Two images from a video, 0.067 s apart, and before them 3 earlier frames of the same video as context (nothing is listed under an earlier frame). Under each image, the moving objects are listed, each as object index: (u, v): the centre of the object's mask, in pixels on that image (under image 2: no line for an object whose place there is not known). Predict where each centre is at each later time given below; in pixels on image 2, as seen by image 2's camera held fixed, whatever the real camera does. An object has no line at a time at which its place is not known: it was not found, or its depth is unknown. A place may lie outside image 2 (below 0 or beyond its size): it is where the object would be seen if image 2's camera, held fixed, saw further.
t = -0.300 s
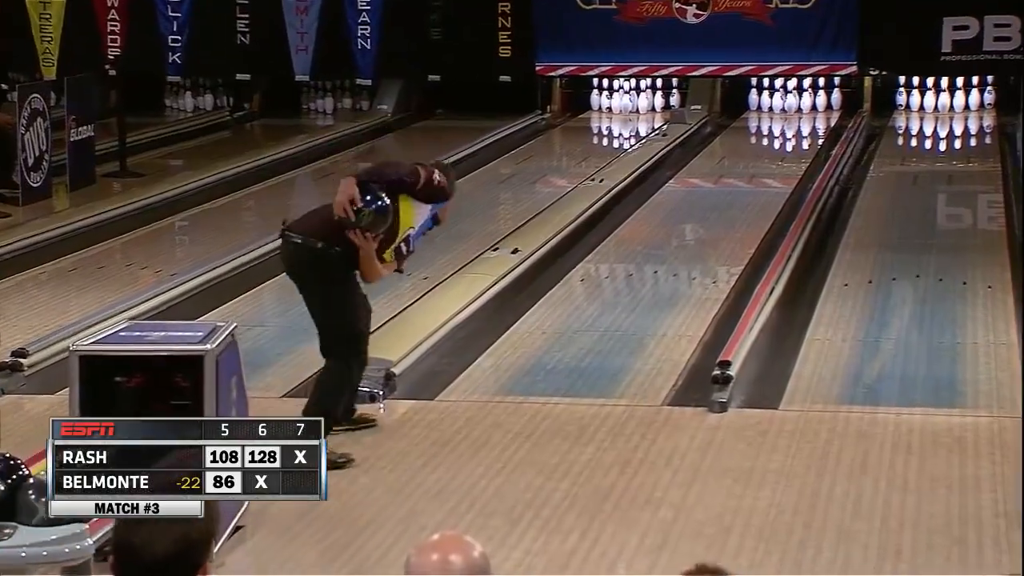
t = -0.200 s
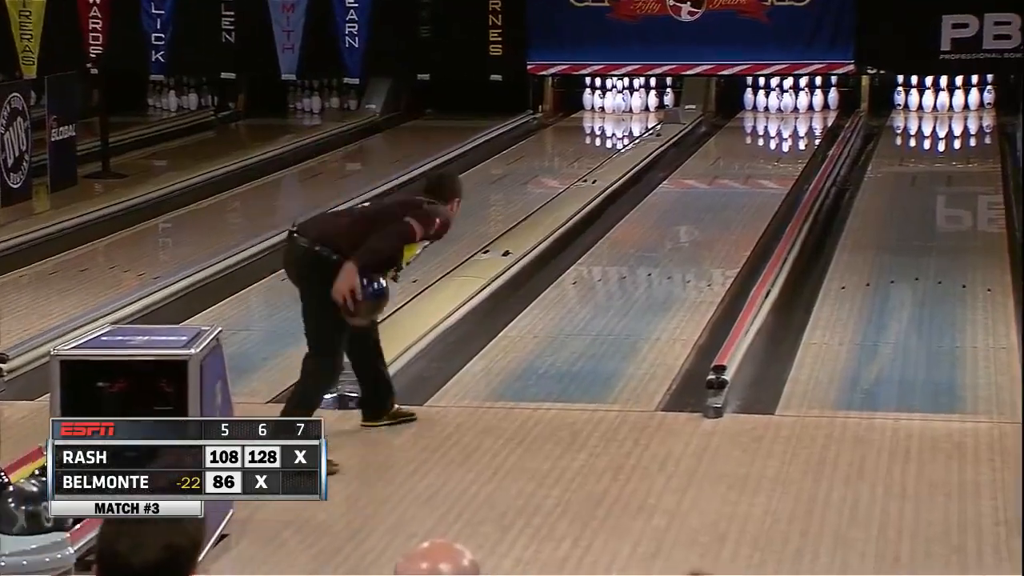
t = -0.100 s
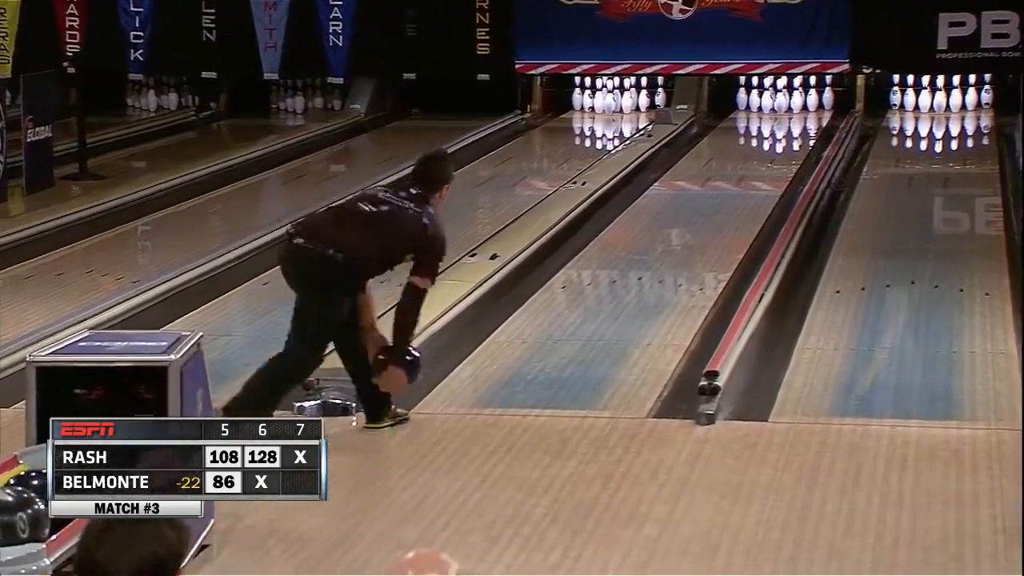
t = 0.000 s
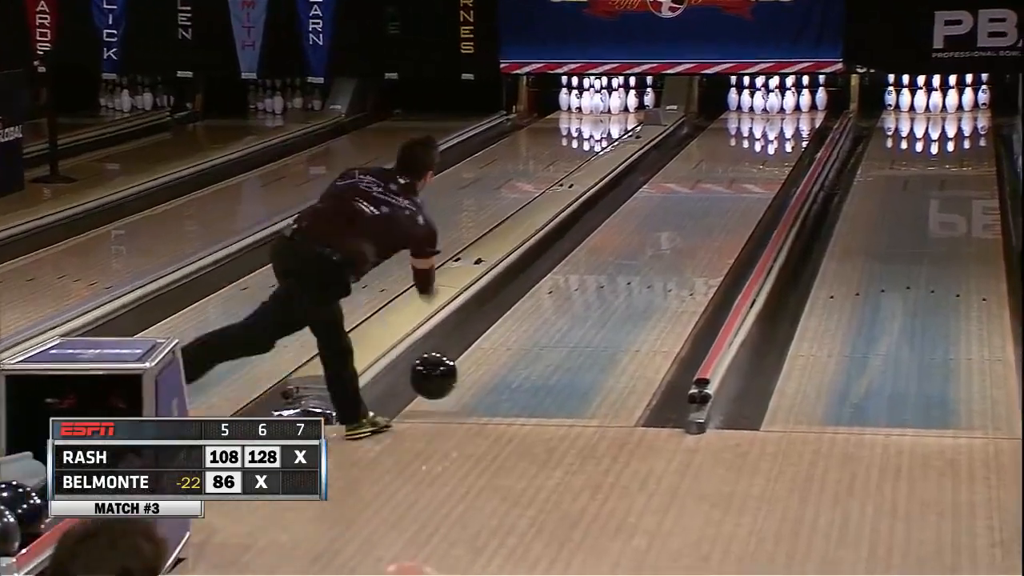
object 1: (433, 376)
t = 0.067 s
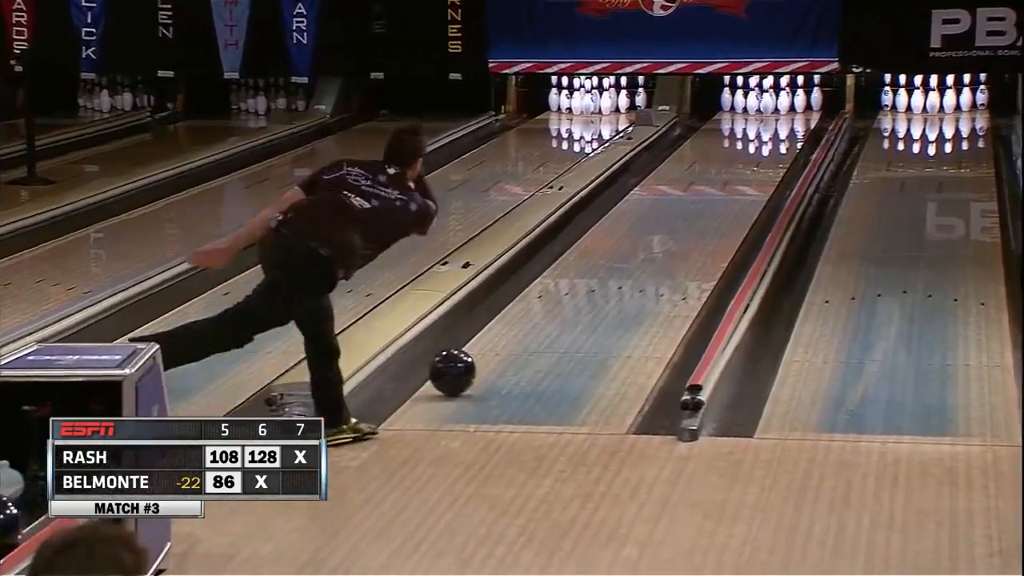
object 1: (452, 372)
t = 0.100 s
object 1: (467, 362)
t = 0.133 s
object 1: (480, 353)
